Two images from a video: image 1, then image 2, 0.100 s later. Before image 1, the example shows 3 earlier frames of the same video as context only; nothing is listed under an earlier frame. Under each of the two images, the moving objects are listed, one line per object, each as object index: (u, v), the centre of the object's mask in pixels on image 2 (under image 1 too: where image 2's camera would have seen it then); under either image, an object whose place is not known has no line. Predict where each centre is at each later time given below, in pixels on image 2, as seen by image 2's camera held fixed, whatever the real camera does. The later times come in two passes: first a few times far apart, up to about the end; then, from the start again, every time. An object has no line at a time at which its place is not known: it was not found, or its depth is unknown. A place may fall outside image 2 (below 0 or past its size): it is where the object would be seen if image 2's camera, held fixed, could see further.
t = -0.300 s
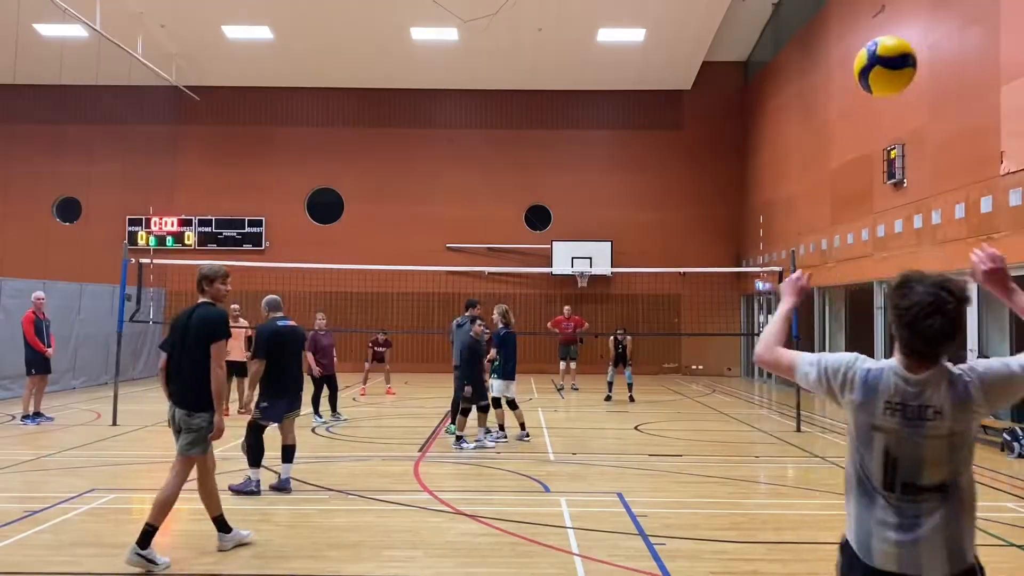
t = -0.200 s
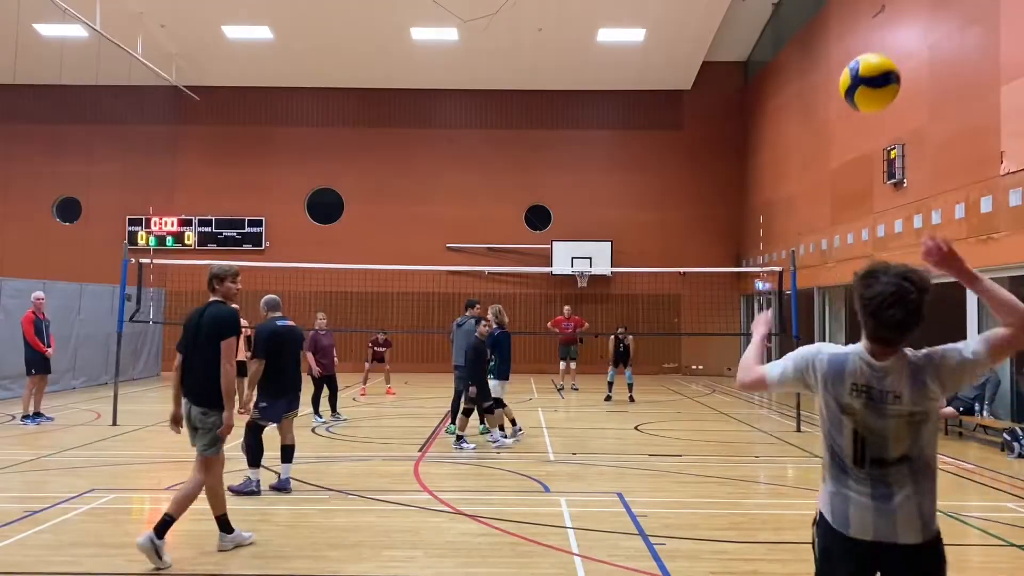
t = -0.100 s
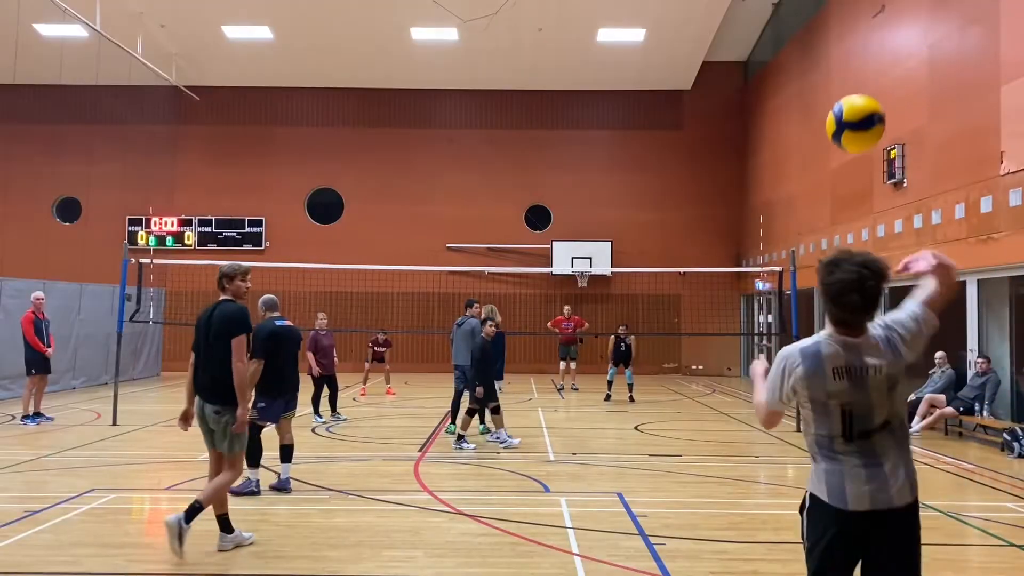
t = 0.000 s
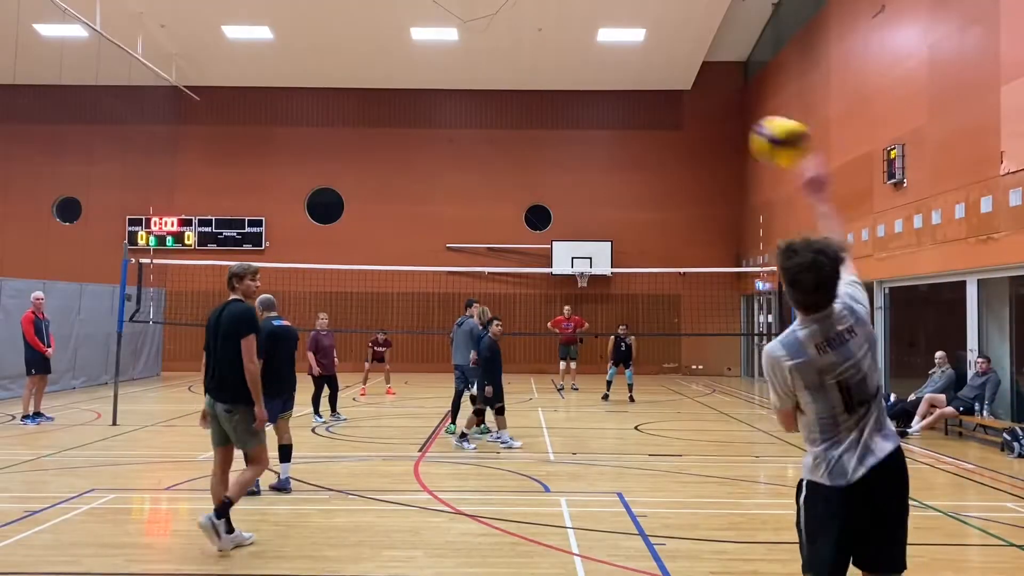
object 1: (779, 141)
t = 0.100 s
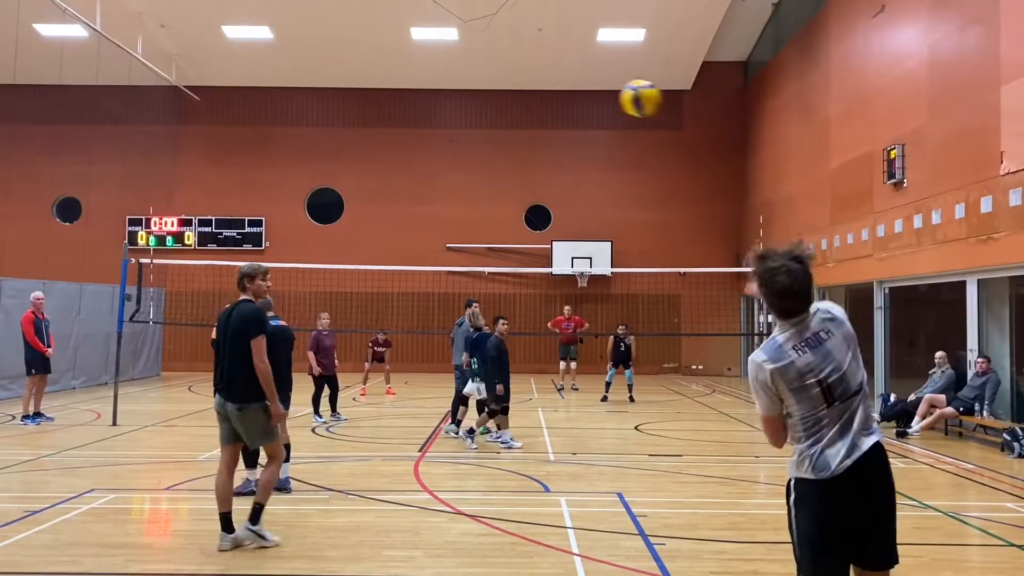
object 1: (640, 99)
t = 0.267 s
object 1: (525, 84)
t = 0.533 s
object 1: (444, 118)
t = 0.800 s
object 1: (407, 182)
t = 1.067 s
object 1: (381, 257)
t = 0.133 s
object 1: (610, 91)
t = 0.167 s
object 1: (583, 87)
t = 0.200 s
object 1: (561, 85)
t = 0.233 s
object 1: (542, 84)
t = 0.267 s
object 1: (525, 84)
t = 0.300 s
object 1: (510, 86)
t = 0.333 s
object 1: (497, 89)
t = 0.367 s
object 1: (485, 92)
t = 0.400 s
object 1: (475, 95)
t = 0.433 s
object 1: (466, 100)
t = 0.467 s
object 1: (457, 106)
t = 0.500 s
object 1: (450, 112)
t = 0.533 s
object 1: (444, 118)
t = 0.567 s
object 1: (438, 125)
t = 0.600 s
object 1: (433, 132)
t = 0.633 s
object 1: (427, 140)
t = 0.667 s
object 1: (422, 148)
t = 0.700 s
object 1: (418, 156)
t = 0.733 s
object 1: (414, 165)
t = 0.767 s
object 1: (410, 173)
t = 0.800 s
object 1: (407, 182)
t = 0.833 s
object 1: (403, 191)
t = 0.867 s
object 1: (400, 200)
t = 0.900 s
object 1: (396, 209)
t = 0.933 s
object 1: (393, 218)
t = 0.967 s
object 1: (390, 227)
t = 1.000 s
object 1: (387, 236)
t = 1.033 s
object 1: (384, 246)
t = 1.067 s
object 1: (381, 257)
